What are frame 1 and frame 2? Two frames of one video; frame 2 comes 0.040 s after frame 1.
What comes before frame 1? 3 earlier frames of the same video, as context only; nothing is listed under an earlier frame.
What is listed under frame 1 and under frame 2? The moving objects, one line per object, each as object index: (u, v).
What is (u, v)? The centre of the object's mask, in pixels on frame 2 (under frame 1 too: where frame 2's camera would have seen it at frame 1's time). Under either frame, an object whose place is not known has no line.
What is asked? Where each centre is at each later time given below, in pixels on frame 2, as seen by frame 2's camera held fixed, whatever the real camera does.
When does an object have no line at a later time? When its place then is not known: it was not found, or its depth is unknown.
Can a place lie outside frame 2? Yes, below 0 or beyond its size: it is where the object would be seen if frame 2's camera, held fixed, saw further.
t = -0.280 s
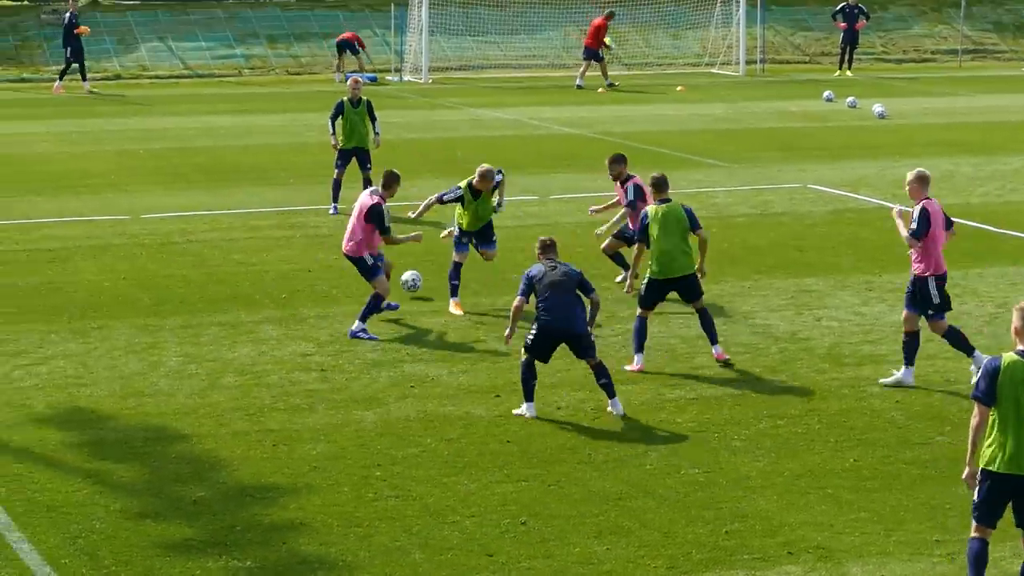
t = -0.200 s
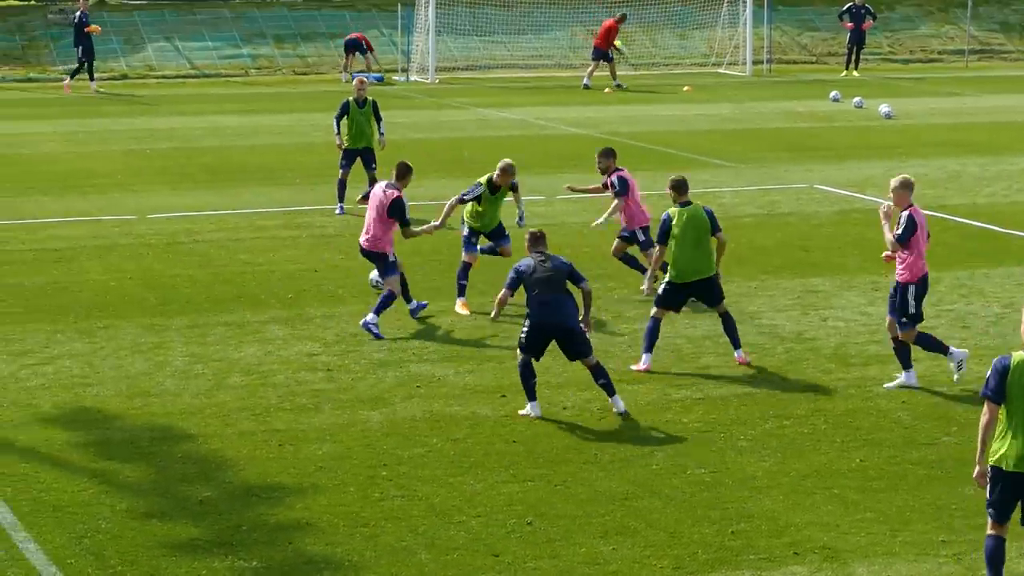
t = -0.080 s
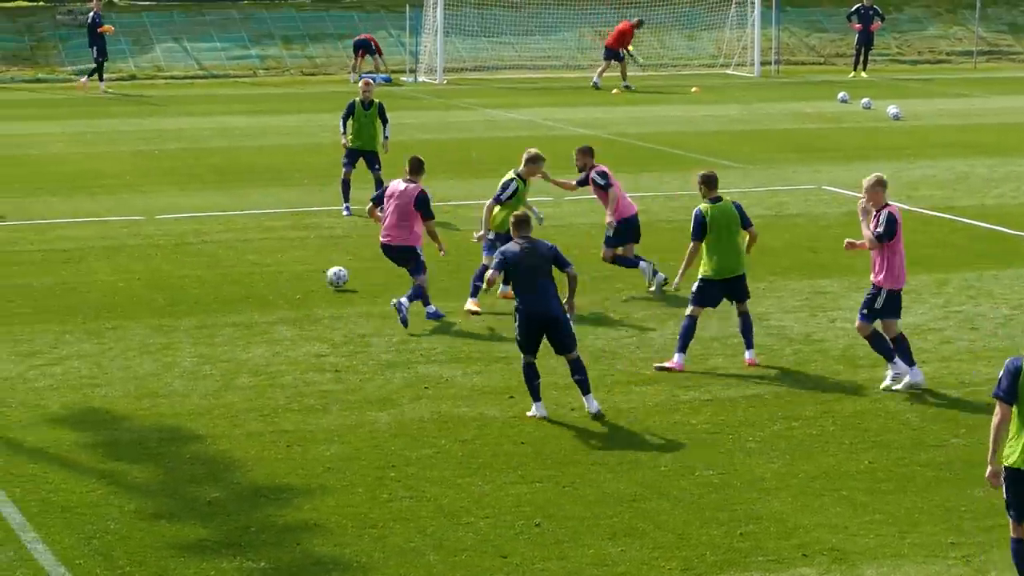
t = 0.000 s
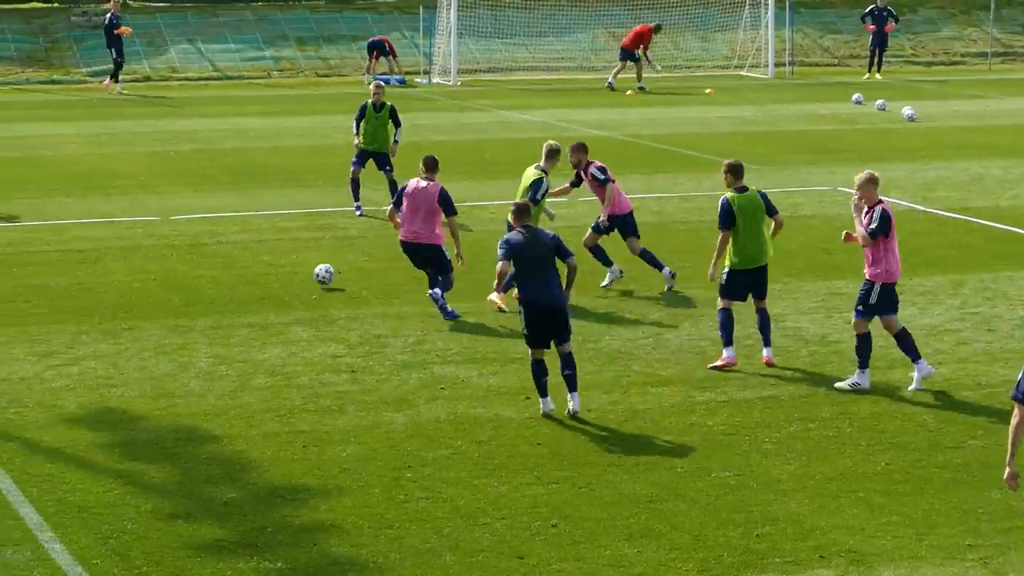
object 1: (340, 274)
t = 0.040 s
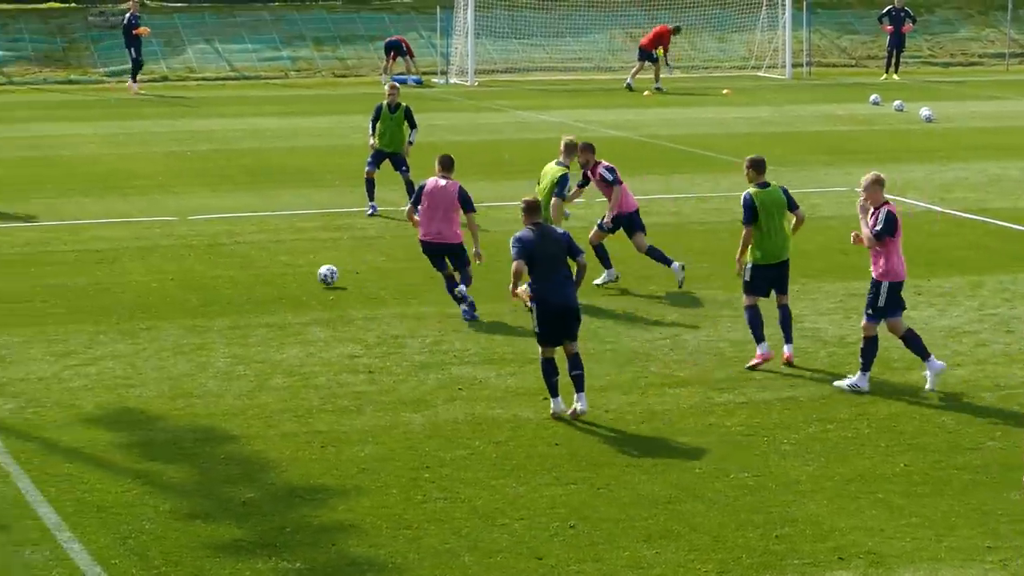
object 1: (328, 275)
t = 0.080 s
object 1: (315, 276)
